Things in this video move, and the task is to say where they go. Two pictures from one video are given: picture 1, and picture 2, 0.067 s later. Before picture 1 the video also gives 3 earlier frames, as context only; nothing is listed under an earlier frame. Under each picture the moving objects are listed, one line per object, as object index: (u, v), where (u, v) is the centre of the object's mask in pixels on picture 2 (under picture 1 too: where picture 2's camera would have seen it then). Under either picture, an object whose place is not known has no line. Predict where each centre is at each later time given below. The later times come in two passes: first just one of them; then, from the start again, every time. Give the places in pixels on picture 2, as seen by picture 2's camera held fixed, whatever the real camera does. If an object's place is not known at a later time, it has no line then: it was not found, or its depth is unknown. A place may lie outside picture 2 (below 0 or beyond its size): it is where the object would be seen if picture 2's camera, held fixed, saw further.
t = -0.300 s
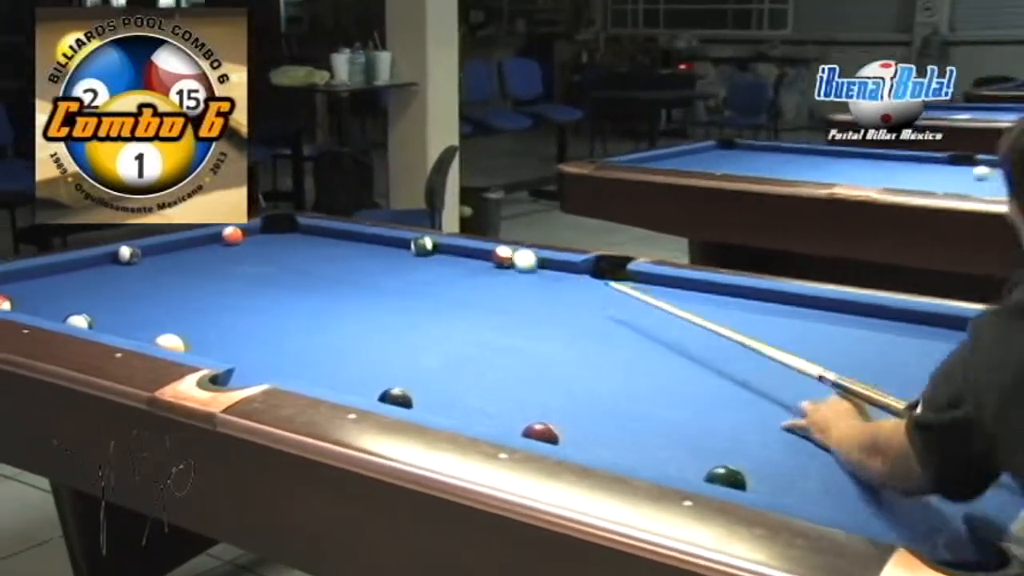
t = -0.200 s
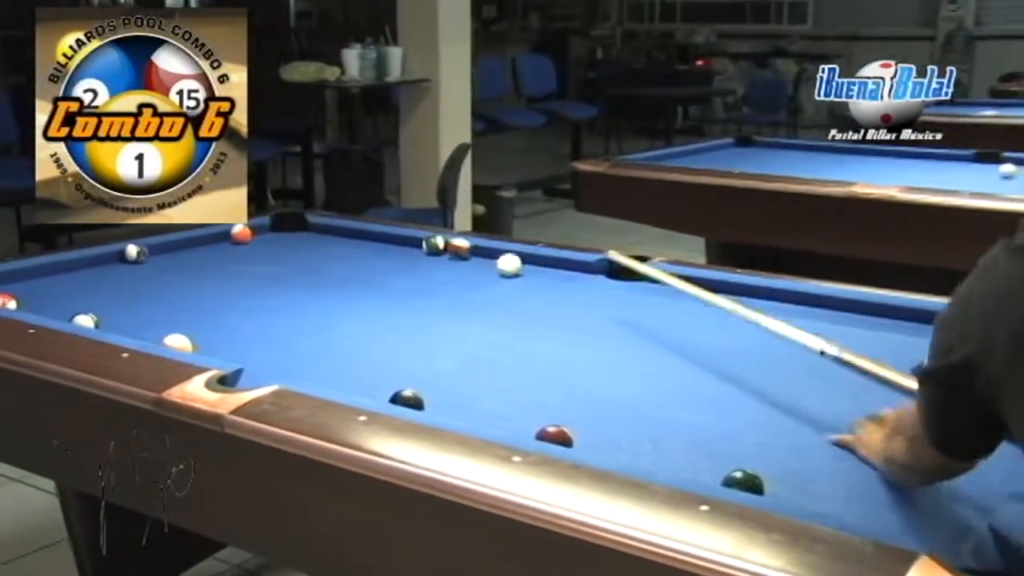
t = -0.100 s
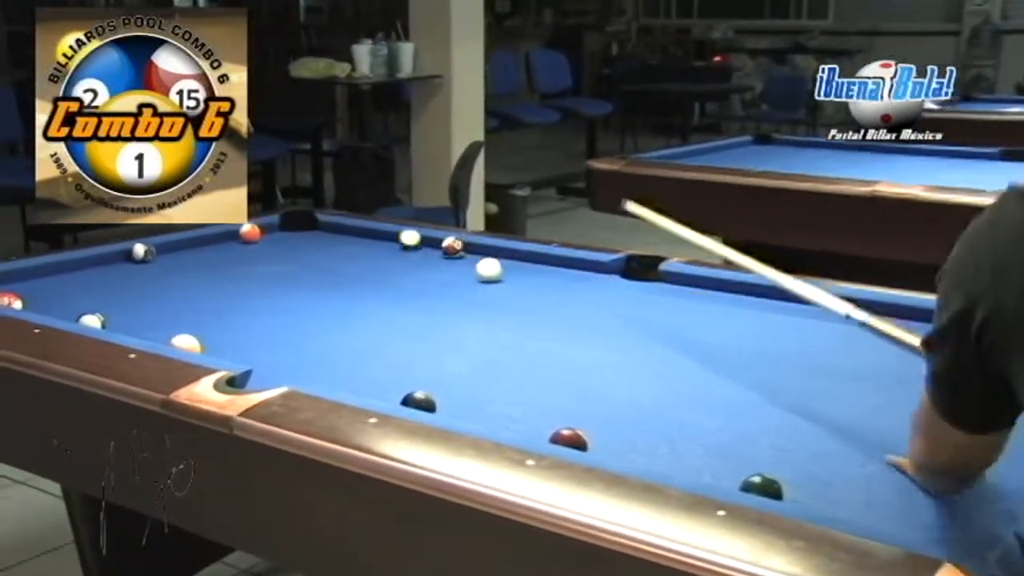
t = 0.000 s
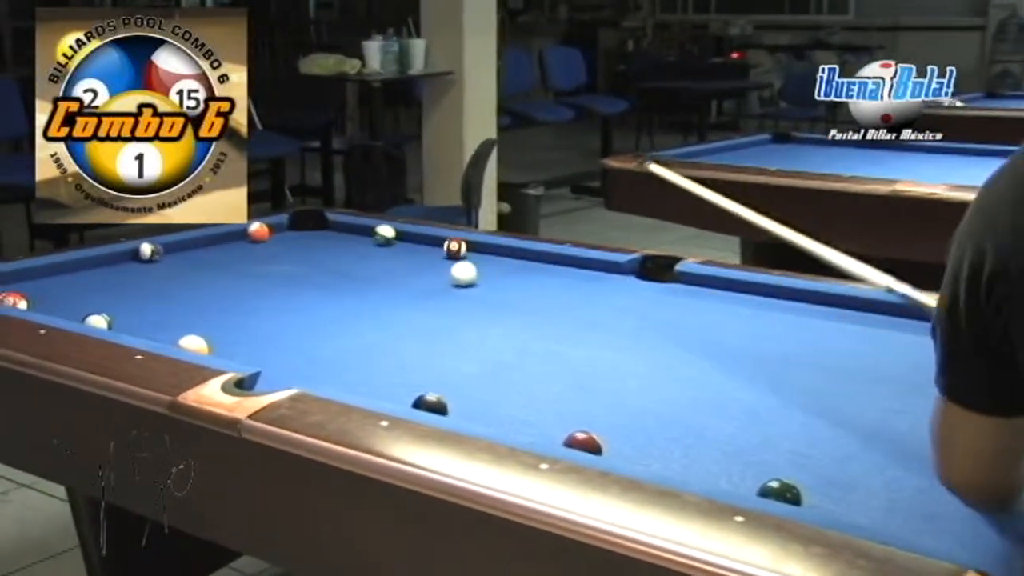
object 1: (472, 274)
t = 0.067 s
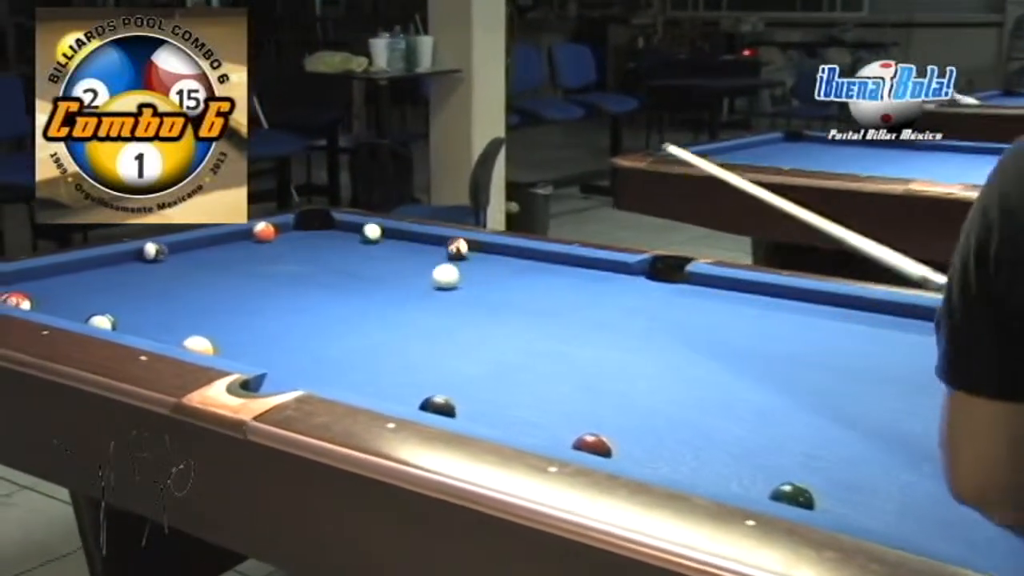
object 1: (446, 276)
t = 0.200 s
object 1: (392, 279)
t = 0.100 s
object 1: (432, 276)
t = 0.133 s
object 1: (419, 278)
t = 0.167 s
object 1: (405, 278)
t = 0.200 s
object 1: (392, 279)
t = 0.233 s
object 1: (378, 280)
